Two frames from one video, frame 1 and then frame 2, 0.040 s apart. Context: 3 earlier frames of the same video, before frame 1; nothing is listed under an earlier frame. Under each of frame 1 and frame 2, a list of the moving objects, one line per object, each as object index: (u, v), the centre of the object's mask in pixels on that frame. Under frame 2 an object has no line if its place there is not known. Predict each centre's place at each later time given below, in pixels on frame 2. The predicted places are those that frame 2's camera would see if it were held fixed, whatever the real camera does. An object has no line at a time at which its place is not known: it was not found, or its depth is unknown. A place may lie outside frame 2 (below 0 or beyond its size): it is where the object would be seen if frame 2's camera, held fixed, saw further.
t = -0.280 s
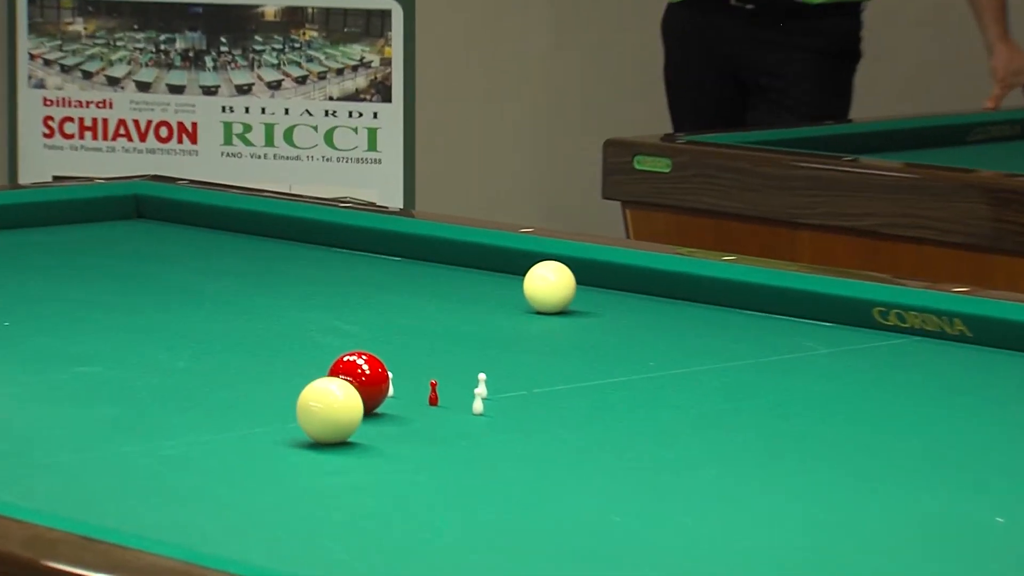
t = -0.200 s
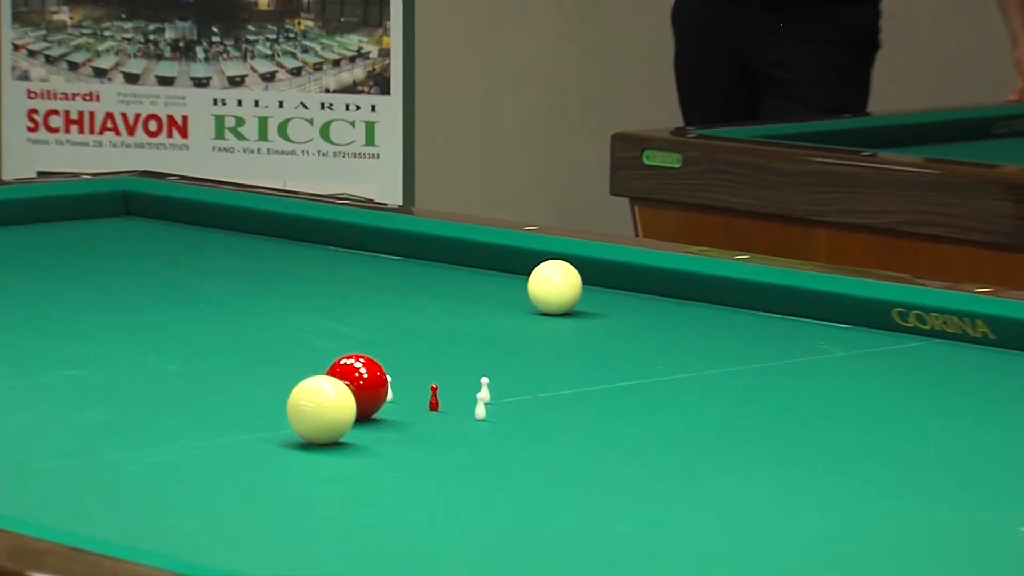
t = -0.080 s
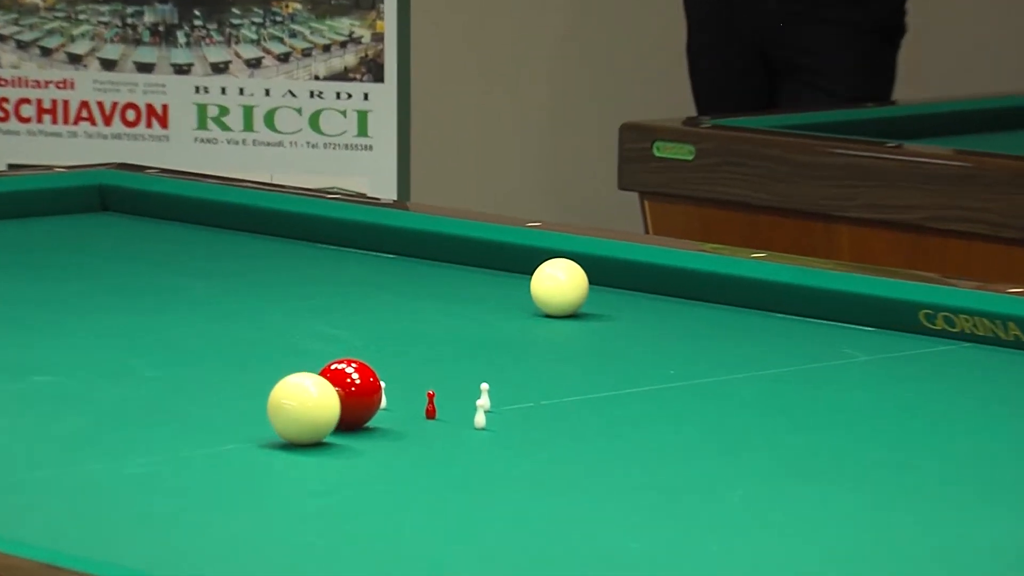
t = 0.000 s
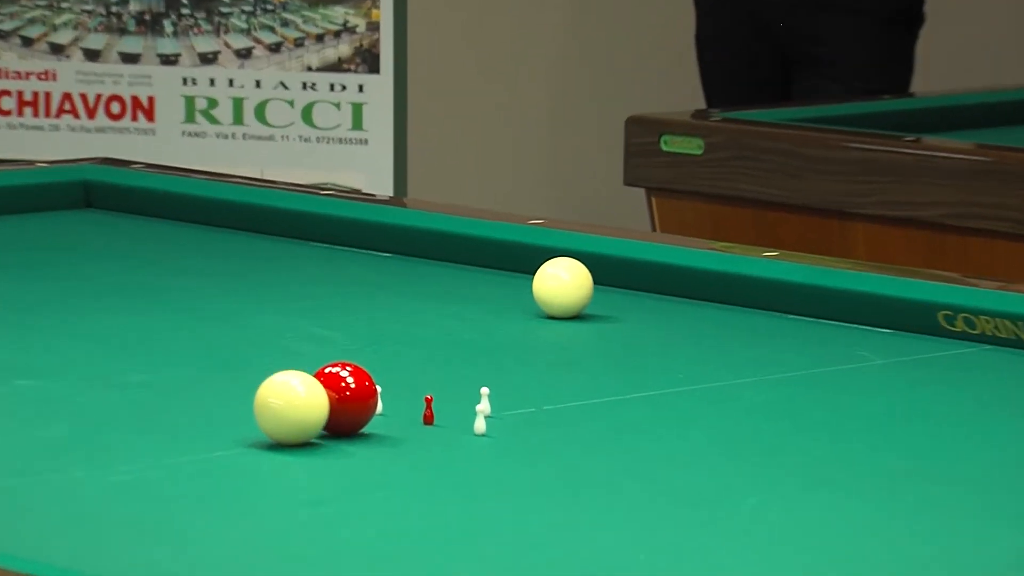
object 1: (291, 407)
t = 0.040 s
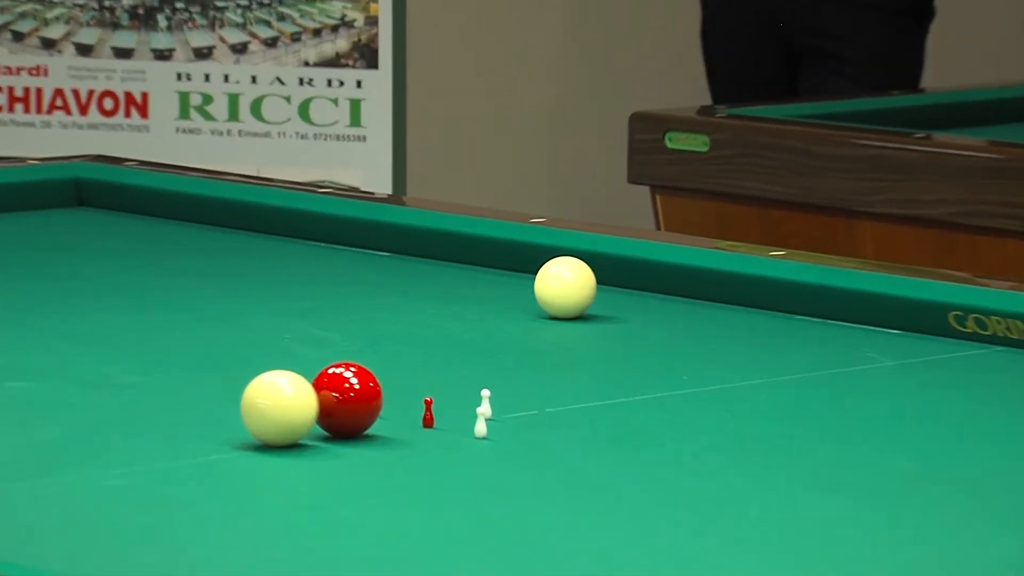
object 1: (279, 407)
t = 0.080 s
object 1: (272, 405)
